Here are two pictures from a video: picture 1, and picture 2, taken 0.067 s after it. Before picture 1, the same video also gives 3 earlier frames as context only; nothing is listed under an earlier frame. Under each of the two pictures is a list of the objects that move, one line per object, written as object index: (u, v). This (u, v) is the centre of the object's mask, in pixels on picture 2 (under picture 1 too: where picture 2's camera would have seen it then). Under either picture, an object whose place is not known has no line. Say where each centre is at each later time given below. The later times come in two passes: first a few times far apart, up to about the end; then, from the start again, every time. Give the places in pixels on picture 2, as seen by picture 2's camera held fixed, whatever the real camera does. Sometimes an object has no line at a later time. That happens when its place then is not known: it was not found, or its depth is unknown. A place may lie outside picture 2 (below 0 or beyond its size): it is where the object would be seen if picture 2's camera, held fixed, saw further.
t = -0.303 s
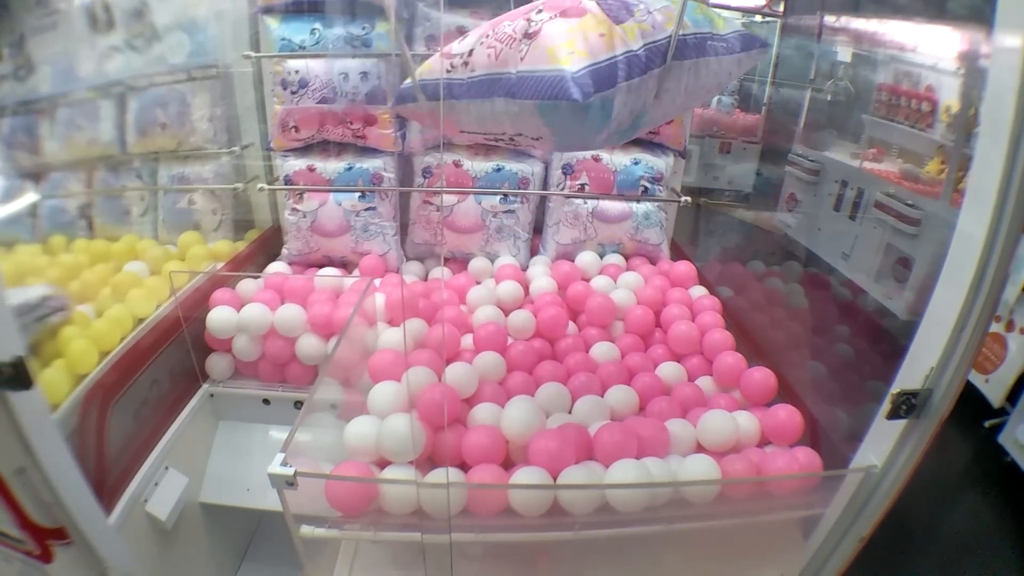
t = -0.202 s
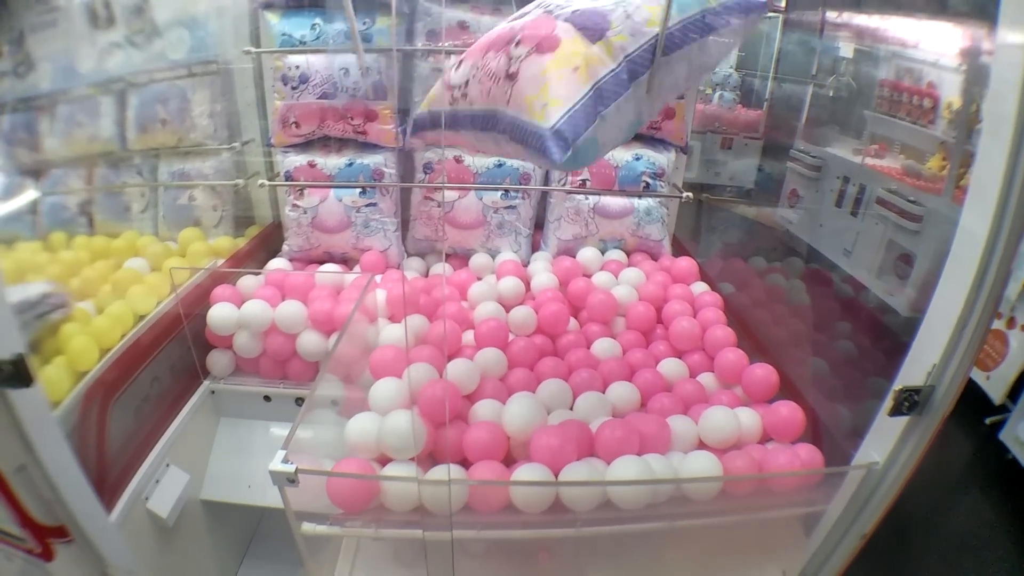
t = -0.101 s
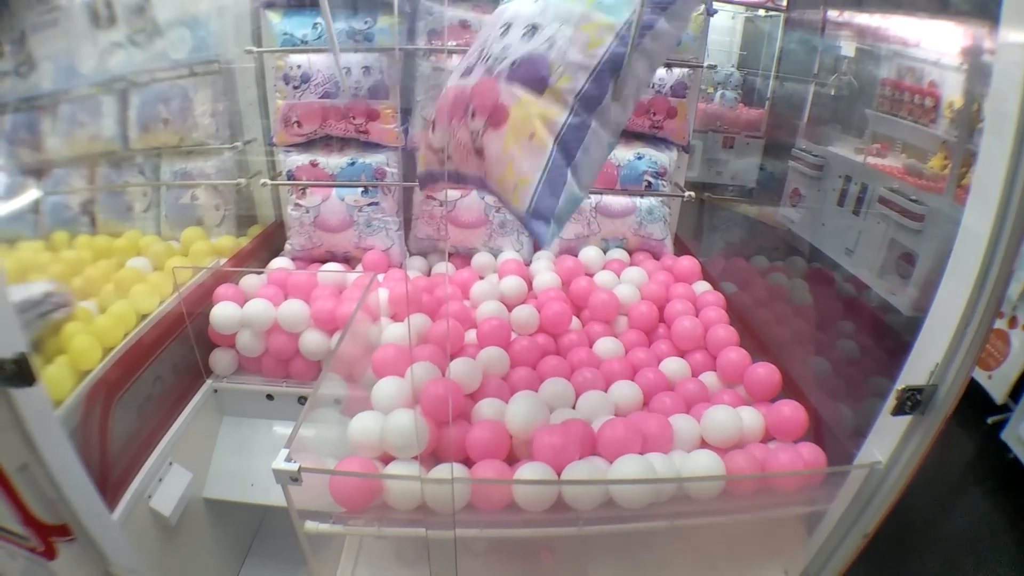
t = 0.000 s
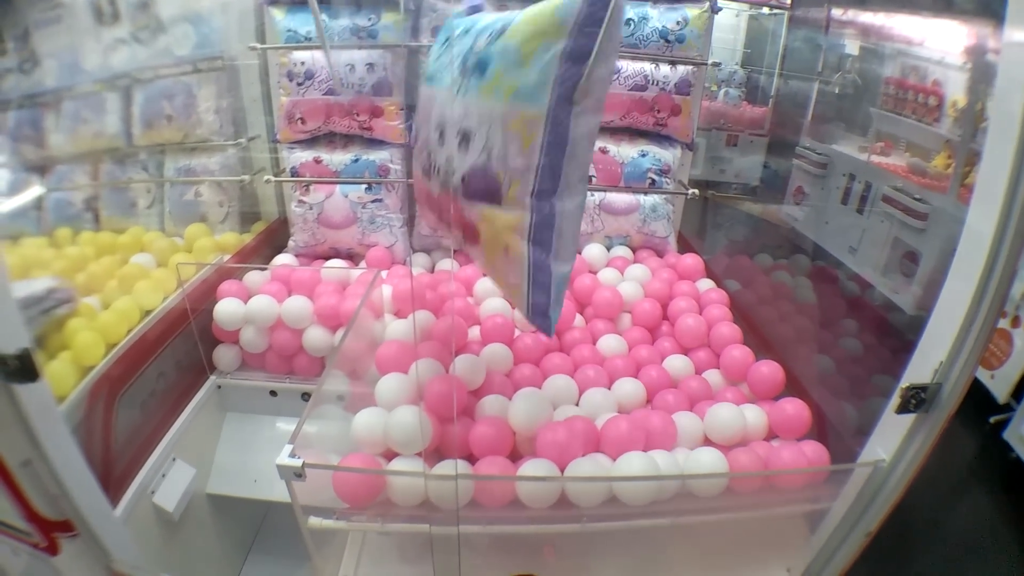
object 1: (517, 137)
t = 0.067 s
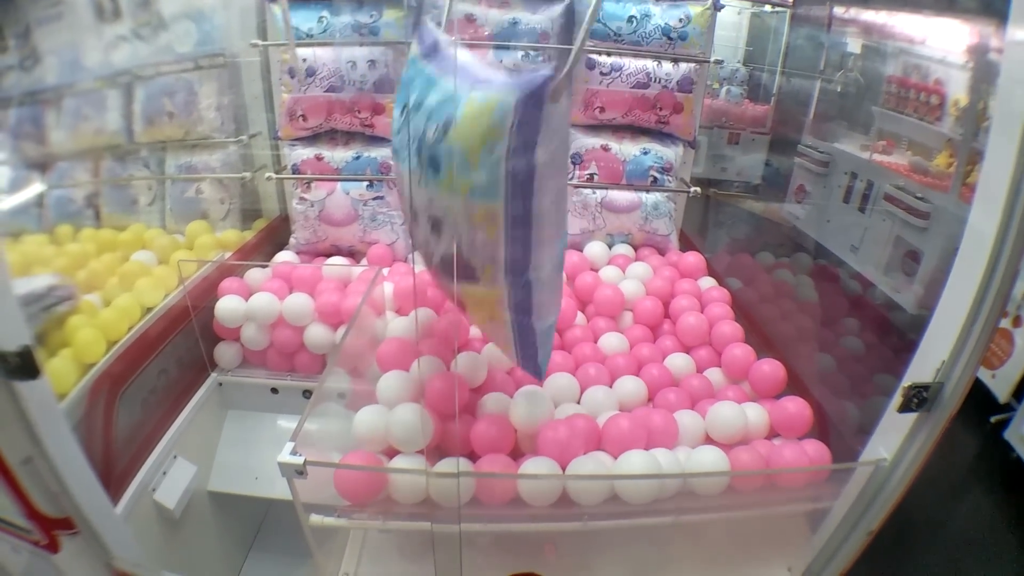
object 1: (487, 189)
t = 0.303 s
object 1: (416, 287)
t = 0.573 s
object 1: (457, 303)
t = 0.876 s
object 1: (480, 318)
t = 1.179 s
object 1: (496, 318)
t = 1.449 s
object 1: (500, 321)
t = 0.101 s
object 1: (473, 215)
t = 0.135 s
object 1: (461, 241)
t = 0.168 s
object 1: (449, 269)
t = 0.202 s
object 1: (438, 286)
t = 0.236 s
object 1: (427, 292)
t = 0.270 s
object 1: (417, 291)
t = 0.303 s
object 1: (416, 287)
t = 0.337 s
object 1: (420, 282)
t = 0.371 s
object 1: (425, 279)
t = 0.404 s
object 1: (430, 280)
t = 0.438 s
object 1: (436, 286)
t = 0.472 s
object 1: (442, 295)
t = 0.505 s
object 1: (447, 304)
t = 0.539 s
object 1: (452, 305)
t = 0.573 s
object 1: (457, 303)
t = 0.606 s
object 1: (461, 302)
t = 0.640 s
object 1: (464, 305)
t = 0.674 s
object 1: (467, 308)
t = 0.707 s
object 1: (470, 311)
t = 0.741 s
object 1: (472, 313)
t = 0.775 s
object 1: (474, 314)
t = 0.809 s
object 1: (476, 315)
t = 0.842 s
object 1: (478, 317)
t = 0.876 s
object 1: (480, 318)
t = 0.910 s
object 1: (482, 319)
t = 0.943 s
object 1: (484, 320)
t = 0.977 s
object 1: (485, 320)
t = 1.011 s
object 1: (487, 321)
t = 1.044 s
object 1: (488, 321)
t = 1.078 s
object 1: (490, 321)
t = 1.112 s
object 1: (493, 320)
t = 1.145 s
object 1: (495, 318)
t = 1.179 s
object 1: (496, 318)
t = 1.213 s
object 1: (497, 318)
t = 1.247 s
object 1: (499, 317)
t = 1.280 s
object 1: (499, 319)
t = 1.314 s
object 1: (500, 320)
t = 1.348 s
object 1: (499, 321)
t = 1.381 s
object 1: (500, 322)
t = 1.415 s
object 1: (500, 322)
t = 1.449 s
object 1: (500, 321)
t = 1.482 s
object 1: (500, 320)
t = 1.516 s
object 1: (500, 320)
